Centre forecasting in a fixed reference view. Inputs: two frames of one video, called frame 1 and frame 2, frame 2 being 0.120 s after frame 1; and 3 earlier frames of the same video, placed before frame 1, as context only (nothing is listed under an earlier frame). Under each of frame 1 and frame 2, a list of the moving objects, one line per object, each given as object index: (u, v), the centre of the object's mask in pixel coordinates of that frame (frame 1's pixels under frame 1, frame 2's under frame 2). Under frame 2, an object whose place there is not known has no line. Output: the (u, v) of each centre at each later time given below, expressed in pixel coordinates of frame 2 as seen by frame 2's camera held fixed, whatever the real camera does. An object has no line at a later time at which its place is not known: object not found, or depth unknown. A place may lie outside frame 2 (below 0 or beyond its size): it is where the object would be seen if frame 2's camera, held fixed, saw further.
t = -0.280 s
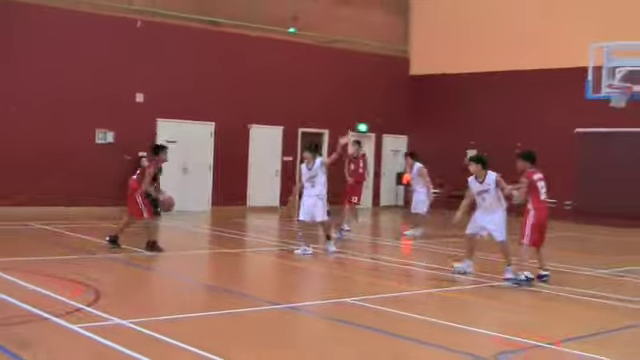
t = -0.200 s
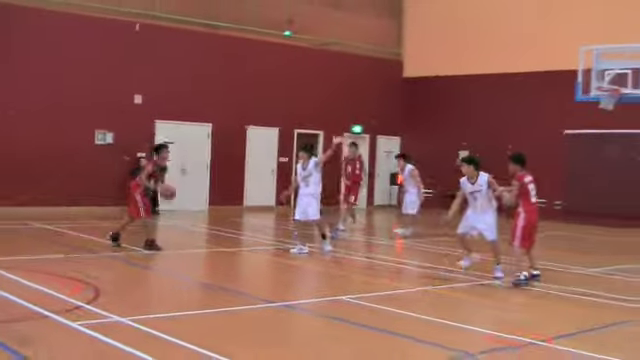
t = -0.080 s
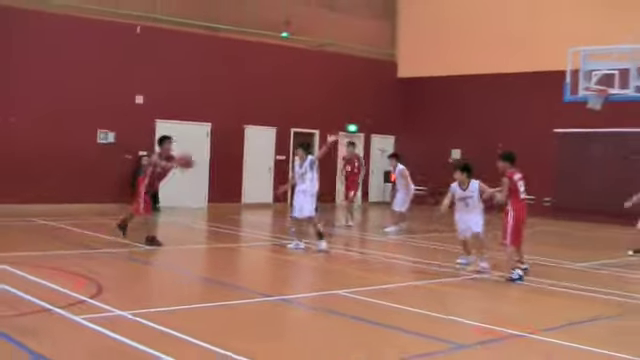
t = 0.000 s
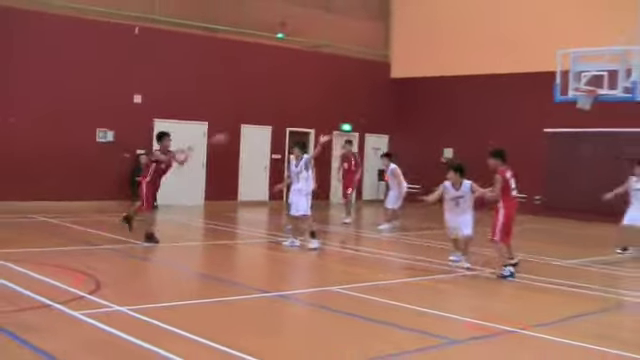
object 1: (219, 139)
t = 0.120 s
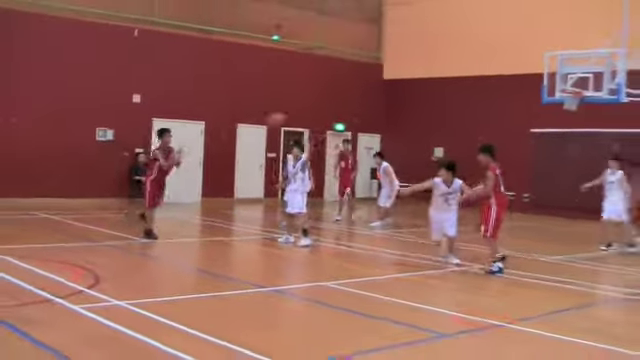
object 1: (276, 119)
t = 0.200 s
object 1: (318, 113)
